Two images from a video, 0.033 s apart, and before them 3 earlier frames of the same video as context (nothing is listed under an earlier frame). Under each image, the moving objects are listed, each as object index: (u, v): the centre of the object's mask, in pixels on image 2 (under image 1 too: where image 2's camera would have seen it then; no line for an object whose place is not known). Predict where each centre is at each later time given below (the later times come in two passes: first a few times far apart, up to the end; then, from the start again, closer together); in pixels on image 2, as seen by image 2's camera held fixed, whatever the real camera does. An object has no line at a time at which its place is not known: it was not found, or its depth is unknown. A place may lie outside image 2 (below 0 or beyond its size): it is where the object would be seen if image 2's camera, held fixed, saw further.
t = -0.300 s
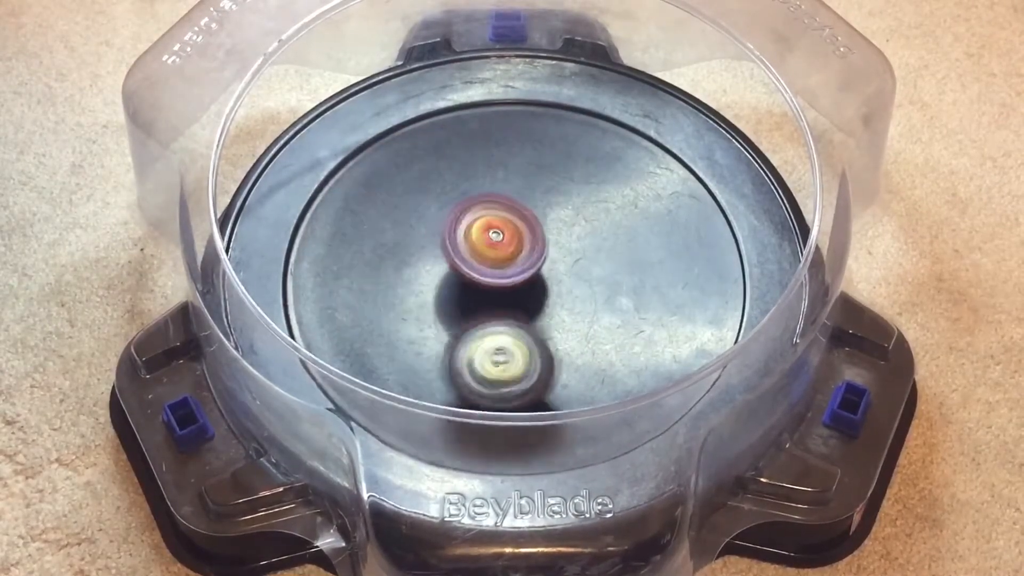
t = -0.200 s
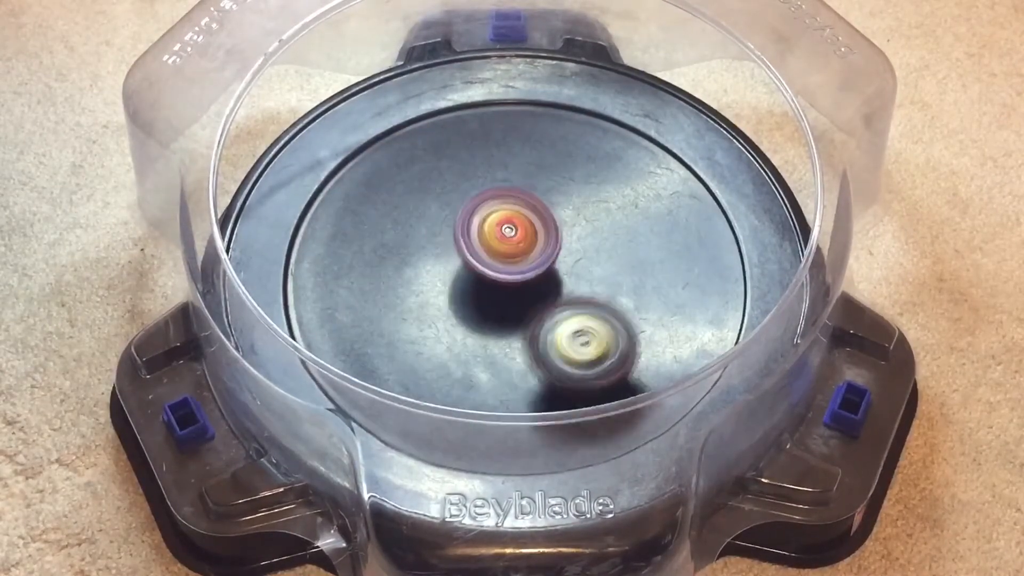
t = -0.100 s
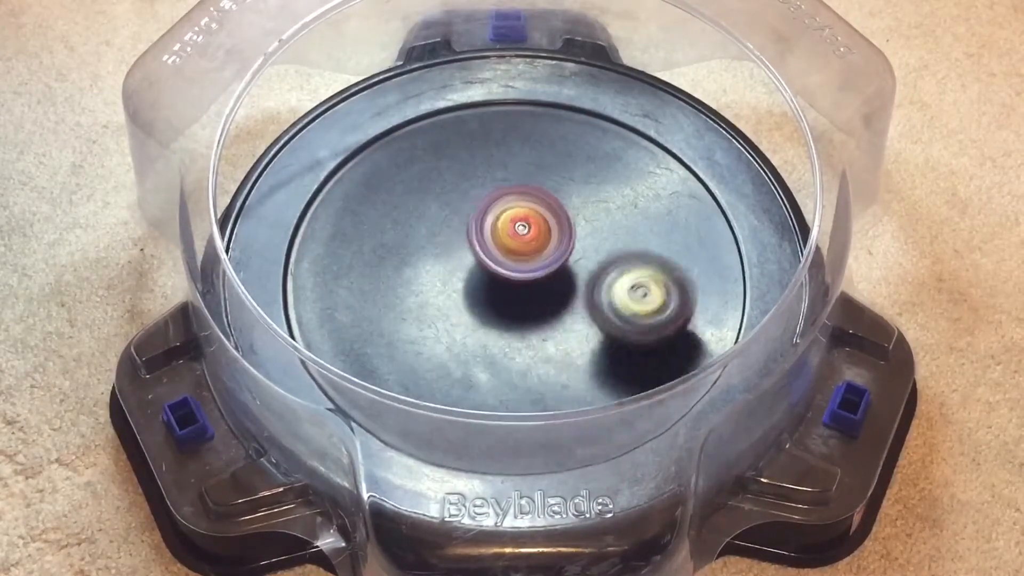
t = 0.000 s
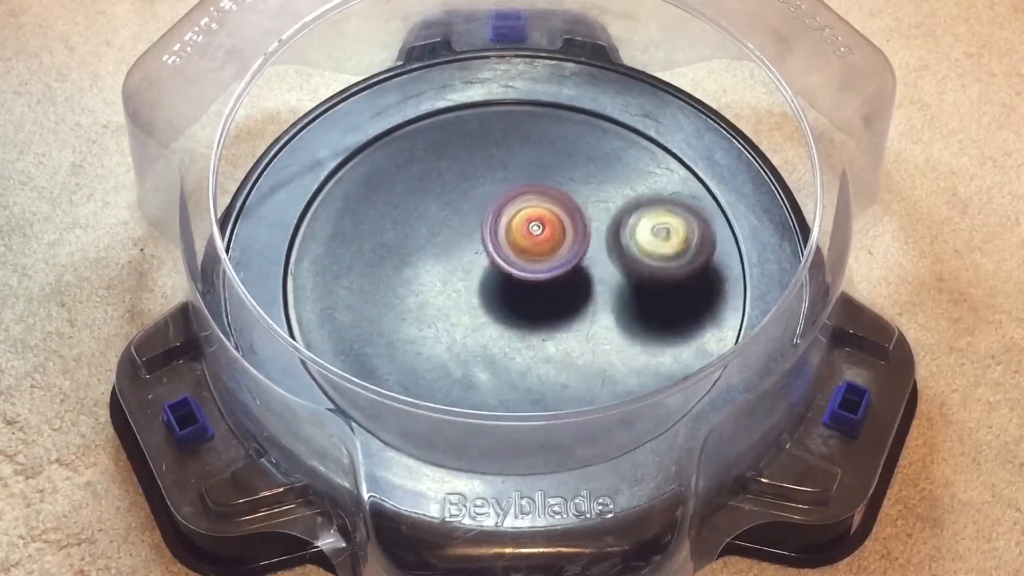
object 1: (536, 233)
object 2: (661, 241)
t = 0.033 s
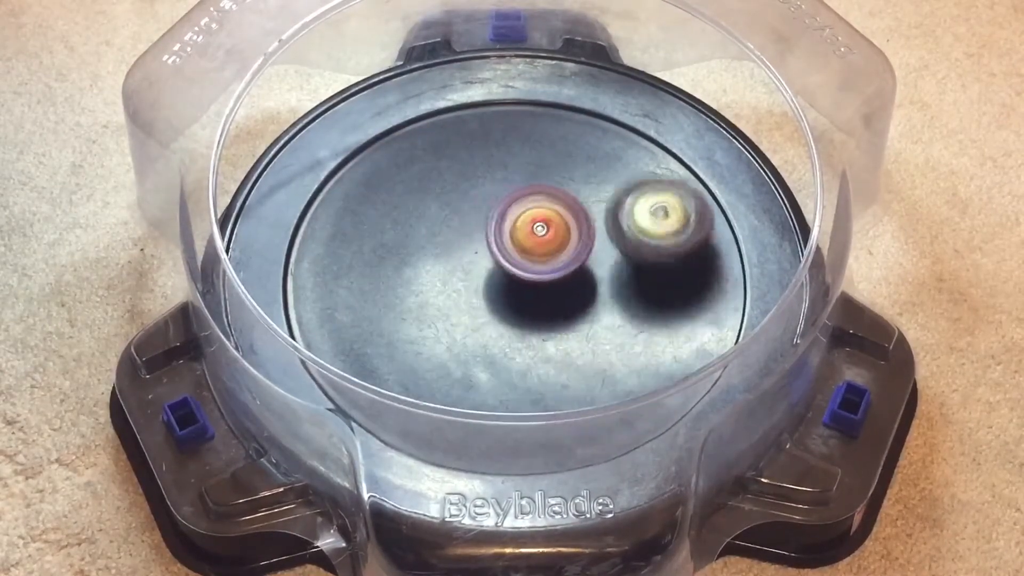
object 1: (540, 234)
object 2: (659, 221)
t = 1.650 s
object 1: (344, 168)
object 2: (514, 213)
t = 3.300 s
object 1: (492, 178)
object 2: (428, 353)
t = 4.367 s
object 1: (609, 355)
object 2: (581, 185)
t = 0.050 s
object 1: (543, 234)
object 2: (657, 213)
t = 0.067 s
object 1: (545, 235)
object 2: (654, 203)
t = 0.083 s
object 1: (547, 235)
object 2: (649, 194)
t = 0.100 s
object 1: (548, 237)
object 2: (643, 185)
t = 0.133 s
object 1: (551, 239)
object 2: (628, 169)
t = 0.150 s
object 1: (553, 239)
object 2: (621, 162)
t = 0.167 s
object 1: (554, 241)
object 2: (612, 157)
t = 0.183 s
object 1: (555, 242)
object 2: (602, 152)
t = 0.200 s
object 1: (555, 243)
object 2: (592, 147)
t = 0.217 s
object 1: (556, 244)
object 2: (582, 143)
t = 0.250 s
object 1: (558, 247)
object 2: (562, 140)
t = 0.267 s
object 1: (558, 249)
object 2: (549, 139)
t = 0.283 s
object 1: (559, 250)
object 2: (536, 139)
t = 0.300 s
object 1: (559, 252)
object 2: (525, 140)
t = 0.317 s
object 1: (560, 254)
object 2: (513, 144)
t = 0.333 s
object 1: (560, 257)
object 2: (503, 147)
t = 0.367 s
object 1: (561, 260)
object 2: (481, 157)
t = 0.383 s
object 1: (562, 262)
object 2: (470, 163)
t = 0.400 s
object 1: (562, 265)
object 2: (462, 169)
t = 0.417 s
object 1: (562, 266)
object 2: (454, 176)
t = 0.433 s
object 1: (561, 269)
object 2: (445, 186)
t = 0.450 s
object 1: (561, 270)
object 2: (437, 192)
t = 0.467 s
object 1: (560, 273)
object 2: (430, 199)
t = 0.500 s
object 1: (559, 277)
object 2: (419, 219)
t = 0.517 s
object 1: (559, 279)
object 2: (415, 230)
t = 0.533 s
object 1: (557, 280)
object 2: (411, 241)
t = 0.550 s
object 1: (557, 282)
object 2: (408, 250)
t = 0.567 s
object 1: (555, 283)
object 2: (407, 260)
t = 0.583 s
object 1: (554, 285)
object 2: (404, 270)
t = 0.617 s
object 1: (551, 287)
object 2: (406, 291)
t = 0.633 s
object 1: (549, 289)
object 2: (410, 302)
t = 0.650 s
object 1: (548, 290)
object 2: (413, 312)
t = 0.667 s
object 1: (546, 292)
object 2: (418, 322)
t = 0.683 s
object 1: (544, 292)
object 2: (423, 331)
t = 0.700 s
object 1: (543, 293)
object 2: (430, 341)
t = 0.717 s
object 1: (540, 293)
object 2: (437, 349)
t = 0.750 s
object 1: (536, 295)
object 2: (455, 361)
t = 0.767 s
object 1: (534, 297)
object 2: (464, 368)
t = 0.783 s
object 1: (531, 296)
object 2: (475, 371)
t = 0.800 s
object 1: (531, 296)
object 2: (484, 374)
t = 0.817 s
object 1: (532, 292)
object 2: (493, 379)
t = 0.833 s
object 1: (533, 290)
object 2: (502, 381)
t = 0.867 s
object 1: (535, 283)
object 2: (522, 386)
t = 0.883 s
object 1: (534, 281)
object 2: (534, 388)
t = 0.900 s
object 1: (534, 279)
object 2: (544, 405)
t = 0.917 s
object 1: (533, 277)
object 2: (557, 398)
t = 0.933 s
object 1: (533, 277)
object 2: (569, 395)
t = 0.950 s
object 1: (531, 275)
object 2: (581, 393)
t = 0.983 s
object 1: (530, 274)
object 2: (605, 391)
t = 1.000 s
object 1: (529, 272)
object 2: (612, 375)
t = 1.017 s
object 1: (528, 272)
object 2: (620, 370)
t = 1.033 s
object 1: (526, 270)
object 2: (630, 363)
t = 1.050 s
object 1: (525, 268)
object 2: (631, 358)
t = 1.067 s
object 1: (523, 266)
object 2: (636, 351)
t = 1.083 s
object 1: (522, 266)
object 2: (640, 343)
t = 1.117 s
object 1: (519, 263)
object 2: (639, 324)
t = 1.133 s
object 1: (518, 261)
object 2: (638, 315)
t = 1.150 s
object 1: (517, 261)
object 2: (635, 304)
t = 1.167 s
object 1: (515, 259)
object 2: (633, 295)
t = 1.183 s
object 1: (515, 258)
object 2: (628, 285)
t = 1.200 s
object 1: (511, 255)
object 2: (628, 277)
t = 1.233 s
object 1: (485, 241)
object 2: (635, 270)
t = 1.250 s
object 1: (473, 238)
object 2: (637, 264)
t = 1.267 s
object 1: (464, 233)
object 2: (639, 257)
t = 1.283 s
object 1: (455, 228)
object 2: (638, 252)
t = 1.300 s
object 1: (447, 223)
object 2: (637, 243)
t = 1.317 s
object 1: (440, 218)
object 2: (634, 236)
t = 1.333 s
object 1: (433, 214)
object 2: (629, 228)
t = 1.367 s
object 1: (420, 205)
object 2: (620, 217)
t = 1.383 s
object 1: (414, 201)
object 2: (613, 209)
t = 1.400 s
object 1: (407, 196)
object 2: (605, 203)
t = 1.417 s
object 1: (401, 191)
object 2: (596, 197)
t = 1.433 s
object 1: (395, 186)
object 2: (587, 193)
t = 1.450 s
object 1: (392, 183)
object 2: (578, 189)
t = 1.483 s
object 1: (385, 177)
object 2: (560, 183)
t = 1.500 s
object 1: (383, 176)
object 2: (549, 181)
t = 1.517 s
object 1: (382, 174)
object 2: (538, 181)
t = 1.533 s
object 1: (381, 174)
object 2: (528, 182)
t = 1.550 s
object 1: (381, 173)
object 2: (519, 185)
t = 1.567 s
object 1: (382, 175)
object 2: (510, 185)
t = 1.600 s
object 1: (382, 175)
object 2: (495, 192)
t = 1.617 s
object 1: (370, 173)
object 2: (499, 197)
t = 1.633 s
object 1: (355, 169)
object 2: (508, 206)
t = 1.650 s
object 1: (344, 168)
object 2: (514, 213)
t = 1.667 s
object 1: (334, 167)
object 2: (521, 220)
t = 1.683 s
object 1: (331, 168)
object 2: (527, 226)
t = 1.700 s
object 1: (332, 175)
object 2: (531, 231)
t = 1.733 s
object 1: (337, 188)
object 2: (546, 243)
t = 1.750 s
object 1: (337, 193)
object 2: (551, 248)
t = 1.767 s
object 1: (339, 195)
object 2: (559, 252)
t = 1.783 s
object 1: (343, 199)
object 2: (566, 257)
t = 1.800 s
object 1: (348, 203)
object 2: (573, 260)
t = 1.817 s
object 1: (355, 210)
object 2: (581, 264)
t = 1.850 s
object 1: (365, 217)
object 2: (594, 268)
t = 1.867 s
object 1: (371, 222)
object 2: (601, 271)
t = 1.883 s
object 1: (382, 227)
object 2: (608, 272)
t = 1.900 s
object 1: (390, 231)
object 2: (615, 272)
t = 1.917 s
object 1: (397, 234)
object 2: (620, 273)
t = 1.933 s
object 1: (405, 235)
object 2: (626, 273)
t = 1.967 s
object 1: (421, 237)
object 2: (636, 273)
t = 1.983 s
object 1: (430, 238)
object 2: (640, 272)
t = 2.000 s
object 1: (436, 239)
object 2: (643, 271)
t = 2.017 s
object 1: (446, 238)
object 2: (645, 270)
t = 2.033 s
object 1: (454, 239)
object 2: (646, 269)
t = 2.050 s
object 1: (464, 239)
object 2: (646, 268)
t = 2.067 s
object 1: (474, 241)
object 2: (646, 266)
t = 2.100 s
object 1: (490, 242)
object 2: (642, 264)
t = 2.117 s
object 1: (499, 243)
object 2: (638, 263)
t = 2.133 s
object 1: (509, 244)
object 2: (634, 261)
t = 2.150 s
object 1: (518, 245)
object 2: (630, 261)
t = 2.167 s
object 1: (517, 242)
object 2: (633, 263)
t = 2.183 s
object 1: (517, 238)
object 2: (639, 264)
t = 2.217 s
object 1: (514, 235)
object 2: (652, 268)
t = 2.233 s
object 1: (515, 234)
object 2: (657, 269)
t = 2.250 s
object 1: (515, 234)
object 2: (662, 270)
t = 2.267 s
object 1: (515, 233)
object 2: (666, 272)
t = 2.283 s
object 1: (517, 235)
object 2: (668, 271)
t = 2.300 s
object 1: (518, 235)
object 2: (671, 271)
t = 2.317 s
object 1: (518, 235)
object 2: (672, 271)
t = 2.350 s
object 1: (518, 238)
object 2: (672, 269)
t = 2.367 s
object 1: (520, 239)
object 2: (671, 270)
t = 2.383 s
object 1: (520, 242)
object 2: (669, 268)
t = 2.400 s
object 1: (519, 241)
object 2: (665, 269)
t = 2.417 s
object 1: (520, 245)
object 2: (661, 269)
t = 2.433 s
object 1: (520, 246)
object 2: (658, 268)
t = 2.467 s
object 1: (520, 250)
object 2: (645, 271)
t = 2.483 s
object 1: (519, 252)
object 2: (639, 271)
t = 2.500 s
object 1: (521, 253)
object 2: (631, 272)
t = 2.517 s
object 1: (514, 254)
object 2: (627, 277)
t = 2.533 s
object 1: (498, 248)
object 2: (634, 284)
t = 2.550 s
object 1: (488, 243)
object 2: (637, 289)
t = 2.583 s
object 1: (463, 238)
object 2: (643, 301)
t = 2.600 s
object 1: (455, 240)
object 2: (643, 306)
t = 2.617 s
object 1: (446, 239)
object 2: (645, 310)
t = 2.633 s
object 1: (440, 237)
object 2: (645, 315)
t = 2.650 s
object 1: (434, 237)
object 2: (644, 319)
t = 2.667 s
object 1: (427, 237)
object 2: (645, 325)
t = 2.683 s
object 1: (421, 235)
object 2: (643, 328)
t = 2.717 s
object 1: (407, 231)
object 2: (641, 334)
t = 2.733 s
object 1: (402, 230)
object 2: (639, 339)
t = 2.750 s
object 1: (396, 230)
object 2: (638, 342)
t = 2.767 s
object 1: (392, 227)
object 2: (634, 343)
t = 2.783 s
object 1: (387, 225)
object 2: (630, 345)
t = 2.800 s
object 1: (382, 224)
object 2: (627, 345)
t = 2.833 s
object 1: (376, 220)
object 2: (618, 346)
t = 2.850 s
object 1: (374, 220)
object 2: (612, 346)
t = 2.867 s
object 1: (374, 219)
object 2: (604, 348)
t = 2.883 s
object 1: (374, 219)
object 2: (599, 346)
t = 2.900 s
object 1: (374, 219)
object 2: (591, 346)
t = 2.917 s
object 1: (376, 222)
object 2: (584, 346)
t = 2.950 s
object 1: (382, 223)
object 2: (566, 345)
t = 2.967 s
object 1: (386, 226)
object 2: (559, 342)
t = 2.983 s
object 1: (387, 226)
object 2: (550, 342)
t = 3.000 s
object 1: (394, 228)
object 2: (544, 340)
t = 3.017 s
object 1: (398, 231)
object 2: (535, 339)
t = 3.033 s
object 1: (402, 231)
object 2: (527, 337)
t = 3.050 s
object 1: (409, 235)
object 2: (520, 334)
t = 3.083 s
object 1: (419, 238)
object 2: (506, 334)
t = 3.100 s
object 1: (423, 237)
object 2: (496, 330)
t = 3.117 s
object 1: (427, 236)
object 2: (491, 329)
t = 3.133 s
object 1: (434, 236)
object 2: (482, 325)
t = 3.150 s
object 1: (440, 236)
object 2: (476, 327)
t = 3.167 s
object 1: (451, 225)
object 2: (470, 336)
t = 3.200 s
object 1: (459, 206)
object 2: (458, 342)
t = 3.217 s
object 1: (464, 197)
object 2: (450, 347)
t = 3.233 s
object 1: (466, 192)
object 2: (448, 350)
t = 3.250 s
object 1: (476, 186)
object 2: (439, 352)
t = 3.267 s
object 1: (479, 183)
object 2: (437, 352)
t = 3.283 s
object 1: (486, 179)
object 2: (431, 352)
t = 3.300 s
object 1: (492, 178)
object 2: (428, 353)
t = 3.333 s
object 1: (499, 176)
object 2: (421, 353)
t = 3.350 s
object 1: (502, 174)
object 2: (416, 350)
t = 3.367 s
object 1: (508, 171)
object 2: (416, 349)
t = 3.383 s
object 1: (513, 171)
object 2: (412, 348)
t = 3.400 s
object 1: (519, 170)
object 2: (412, 347)
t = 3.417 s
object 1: (527, 172)
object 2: (409, 341)
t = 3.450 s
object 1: (535, 175)
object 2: (409, 338)
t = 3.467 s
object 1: (540, 175)
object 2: (411, 334)
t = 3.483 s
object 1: (543, 177)
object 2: (410, 331)
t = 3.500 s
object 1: (548, 179)
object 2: (413, 327)
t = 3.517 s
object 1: (552, 181)
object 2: (413, 322)
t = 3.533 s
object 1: (557, 184)
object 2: (417, 317)
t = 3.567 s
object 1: (563, 193)
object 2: (421, 308)
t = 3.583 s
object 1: (567, 195)
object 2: (422, 302)
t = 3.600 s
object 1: (568, 200)
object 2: (426, 298)
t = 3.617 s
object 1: (571, 203)
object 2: (427, 292)
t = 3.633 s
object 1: (572, 208)
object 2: (431, 288)
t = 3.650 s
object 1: (575, 213)
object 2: (432, 283)
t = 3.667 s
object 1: (577, 217)
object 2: (437, 278)
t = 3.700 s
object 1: (577, 227)
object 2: (444, 269)
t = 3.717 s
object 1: (576, 235)
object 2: (446, 263)
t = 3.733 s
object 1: (578, 239)
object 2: (451, 260)
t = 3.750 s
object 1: (576, 246)
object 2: (455, 254)
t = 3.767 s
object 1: (575, 251)
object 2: (459, 252)
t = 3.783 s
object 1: (573, 256)
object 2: (463, 246)
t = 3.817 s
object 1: (572, 269)
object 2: (466, 236)
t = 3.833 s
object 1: (575, 279)
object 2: (468, 229)
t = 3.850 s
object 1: (575, 291)
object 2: (468, 223)
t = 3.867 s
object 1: (579, 302)
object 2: (470, 218)
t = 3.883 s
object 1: (578, 313)
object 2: (472, 212)
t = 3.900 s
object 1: (584, 320)
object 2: (475, 208)
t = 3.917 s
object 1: (585, 335)
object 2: (477, 205)
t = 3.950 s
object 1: (595, 349)
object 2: (482, 197)
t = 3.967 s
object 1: (598, 354)
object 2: (486, 193)
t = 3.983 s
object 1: (603, 357)
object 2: (488, 190)
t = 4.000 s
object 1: (604, 361)
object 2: (492, 186)
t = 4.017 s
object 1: (606, 362)
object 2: (496, 184)
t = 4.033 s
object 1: (609, 362)
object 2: (500, 181)
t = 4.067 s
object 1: (614, 364)
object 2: (508, 175)
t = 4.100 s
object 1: (616, 365)
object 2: (514, 174)
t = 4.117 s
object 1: (612, 368)
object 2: (519, 172)
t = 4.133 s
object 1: (616, 366)
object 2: (523, 171)
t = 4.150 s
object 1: (619, 367)
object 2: (528, 169)
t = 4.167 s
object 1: (616, 370)
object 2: (533, 169)
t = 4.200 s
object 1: (625, 368)
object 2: (543, 170)
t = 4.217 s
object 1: (620, 368)
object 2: (545, 168)
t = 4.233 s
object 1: (620, 366)
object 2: (551, 171)
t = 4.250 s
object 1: (621, 366)
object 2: (554, 170)
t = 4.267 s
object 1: (618, 365)
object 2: (560, 172)
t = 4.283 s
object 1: (615, 362)
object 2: (562, 173)
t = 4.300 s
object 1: (617, 363)
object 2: (567, 175)
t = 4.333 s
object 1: (611, 357)
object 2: (576, 181)
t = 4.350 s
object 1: (612, 356)
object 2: (578, 183)
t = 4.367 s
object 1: (609, 355)
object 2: (581, 185)
